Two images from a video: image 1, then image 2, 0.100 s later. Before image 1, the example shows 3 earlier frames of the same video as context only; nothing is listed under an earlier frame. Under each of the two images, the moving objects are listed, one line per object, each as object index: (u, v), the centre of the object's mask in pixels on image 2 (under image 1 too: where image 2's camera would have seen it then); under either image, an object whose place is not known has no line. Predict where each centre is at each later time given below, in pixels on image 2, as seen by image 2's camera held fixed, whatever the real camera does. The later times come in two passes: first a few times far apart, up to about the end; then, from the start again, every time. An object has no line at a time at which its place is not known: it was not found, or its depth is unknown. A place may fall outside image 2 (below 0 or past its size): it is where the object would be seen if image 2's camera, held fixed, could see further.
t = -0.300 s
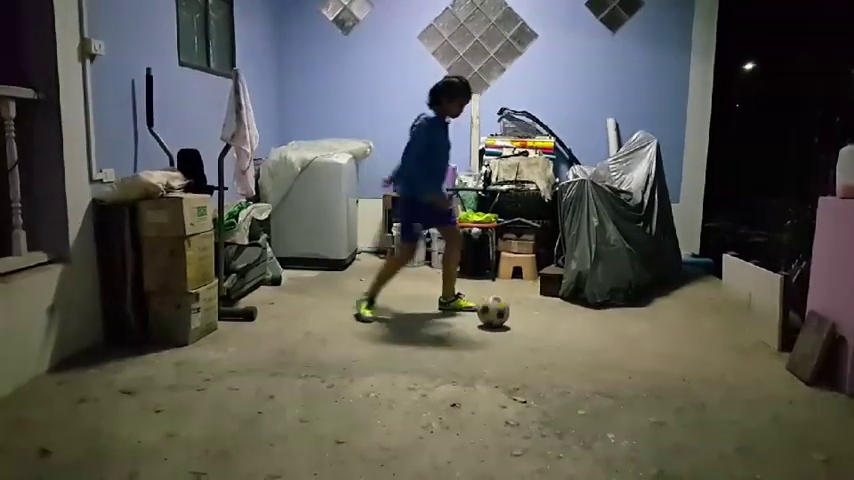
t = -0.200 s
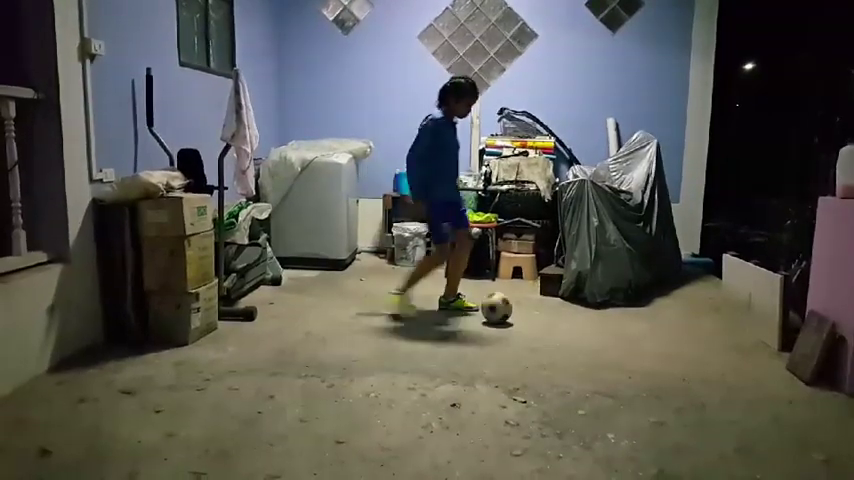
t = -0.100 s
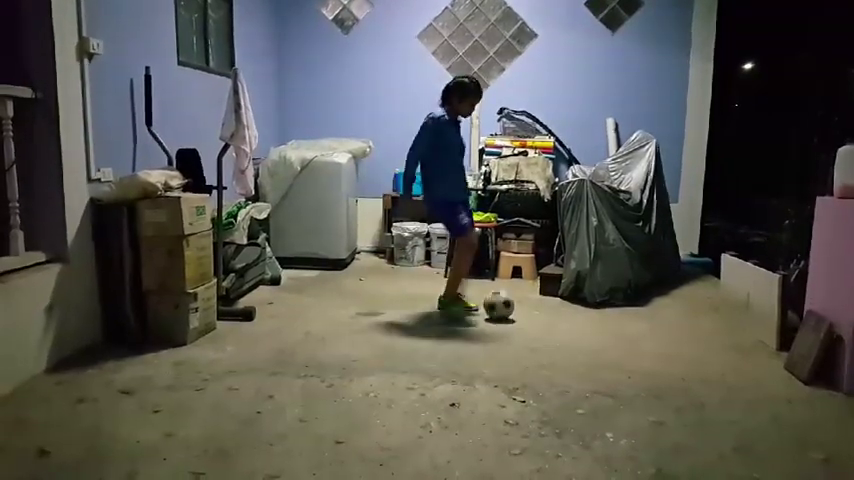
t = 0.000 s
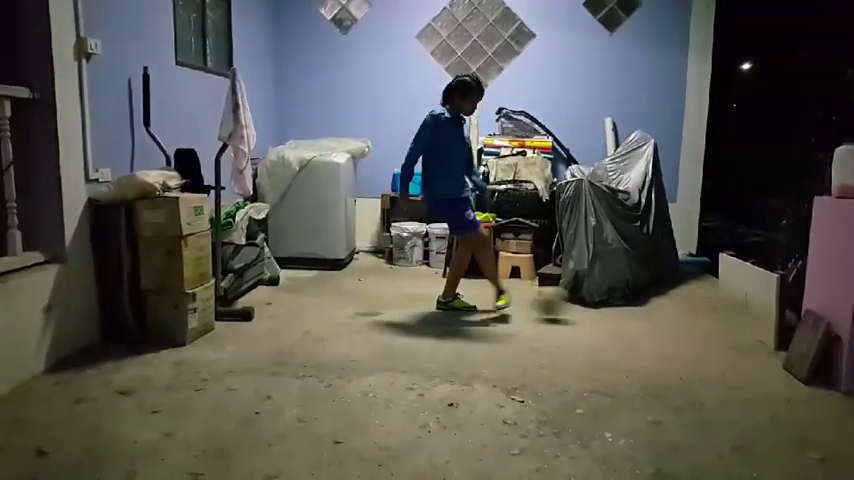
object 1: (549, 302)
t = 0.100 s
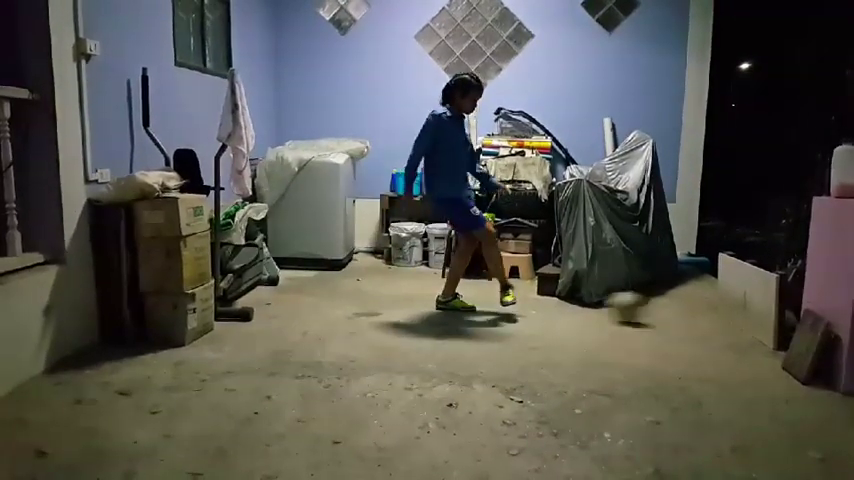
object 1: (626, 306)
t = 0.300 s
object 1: (702, 296)
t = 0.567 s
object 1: (575, 302)
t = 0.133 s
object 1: (647, 305)
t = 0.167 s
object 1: (668, 306)
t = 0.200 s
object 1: (692, 311)
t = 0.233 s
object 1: (720, 312)
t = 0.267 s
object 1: (721, 309)
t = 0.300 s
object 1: (702, 296)
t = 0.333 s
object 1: (683, 294)
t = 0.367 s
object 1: (667, 291)
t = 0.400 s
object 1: (651, 290)
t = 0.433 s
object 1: (633, 291)
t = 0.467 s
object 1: (617, 293)
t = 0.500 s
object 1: (601, 297)
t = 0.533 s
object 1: (585, 304)
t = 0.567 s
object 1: (575, 302)
